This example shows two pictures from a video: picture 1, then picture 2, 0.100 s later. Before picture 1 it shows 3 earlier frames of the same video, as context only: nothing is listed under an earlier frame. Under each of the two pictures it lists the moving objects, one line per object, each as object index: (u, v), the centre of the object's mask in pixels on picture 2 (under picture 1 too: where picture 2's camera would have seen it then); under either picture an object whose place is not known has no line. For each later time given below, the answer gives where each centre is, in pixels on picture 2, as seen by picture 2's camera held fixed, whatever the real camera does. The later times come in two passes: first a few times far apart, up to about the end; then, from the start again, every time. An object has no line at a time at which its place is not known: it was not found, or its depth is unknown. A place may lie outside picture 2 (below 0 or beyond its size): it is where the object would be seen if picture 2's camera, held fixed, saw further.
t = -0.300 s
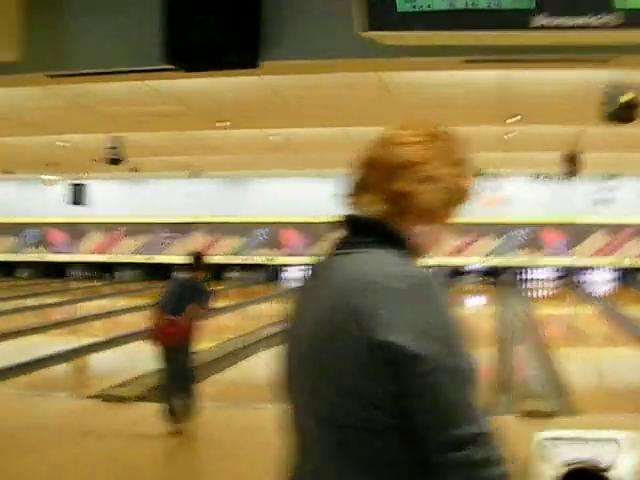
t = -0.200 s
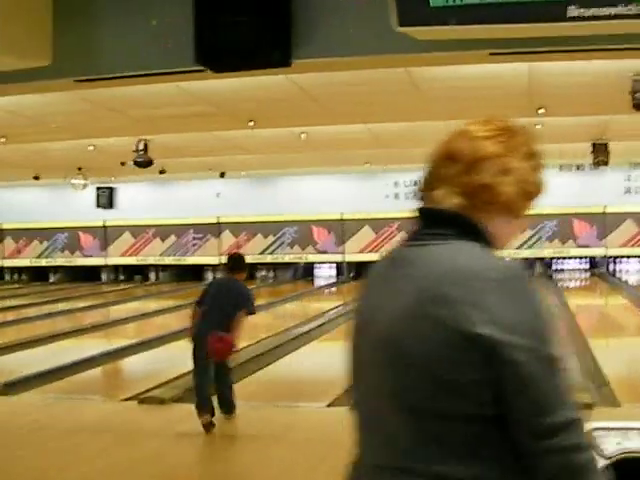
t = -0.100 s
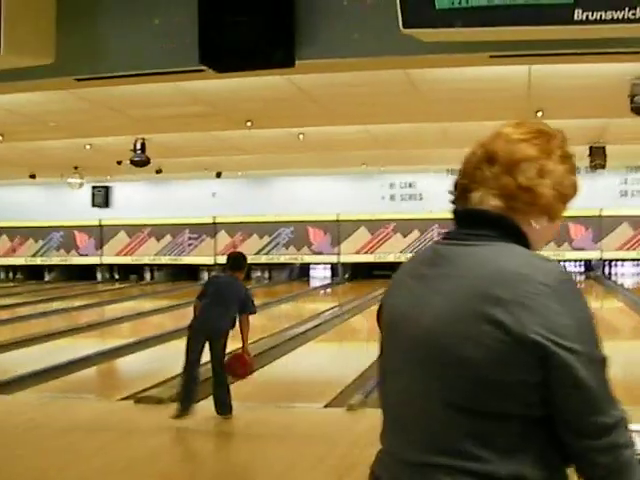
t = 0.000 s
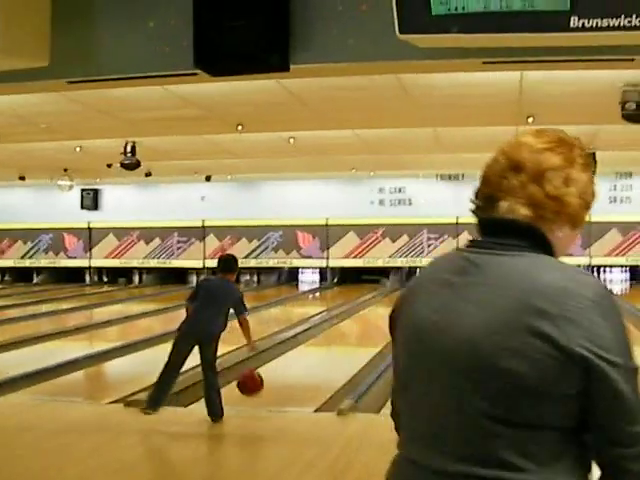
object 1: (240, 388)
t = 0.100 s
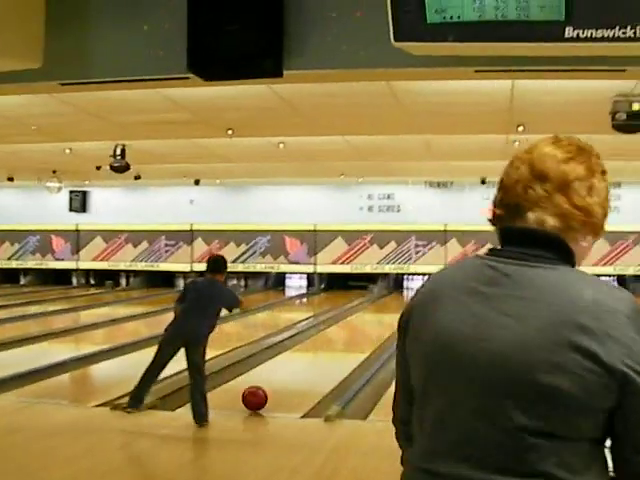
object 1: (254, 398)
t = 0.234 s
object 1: (270, 388)
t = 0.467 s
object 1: (294, 372)
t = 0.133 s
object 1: (258, 396)
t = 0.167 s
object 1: (262, 393)
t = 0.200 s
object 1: (266, 391)
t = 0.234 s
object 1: (270, 388)
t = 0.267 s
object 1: (274, 385)
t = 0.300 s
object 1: (277, 383)
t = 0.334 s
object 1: (281, 381)
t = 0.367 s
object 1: (284, 379)
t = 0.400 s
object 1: (288, 377)
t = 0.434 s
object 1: (291, 375)
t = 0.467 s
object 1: (294, 372)
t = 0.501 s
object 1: (297, 371)
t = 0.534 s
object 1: (300, 369)
